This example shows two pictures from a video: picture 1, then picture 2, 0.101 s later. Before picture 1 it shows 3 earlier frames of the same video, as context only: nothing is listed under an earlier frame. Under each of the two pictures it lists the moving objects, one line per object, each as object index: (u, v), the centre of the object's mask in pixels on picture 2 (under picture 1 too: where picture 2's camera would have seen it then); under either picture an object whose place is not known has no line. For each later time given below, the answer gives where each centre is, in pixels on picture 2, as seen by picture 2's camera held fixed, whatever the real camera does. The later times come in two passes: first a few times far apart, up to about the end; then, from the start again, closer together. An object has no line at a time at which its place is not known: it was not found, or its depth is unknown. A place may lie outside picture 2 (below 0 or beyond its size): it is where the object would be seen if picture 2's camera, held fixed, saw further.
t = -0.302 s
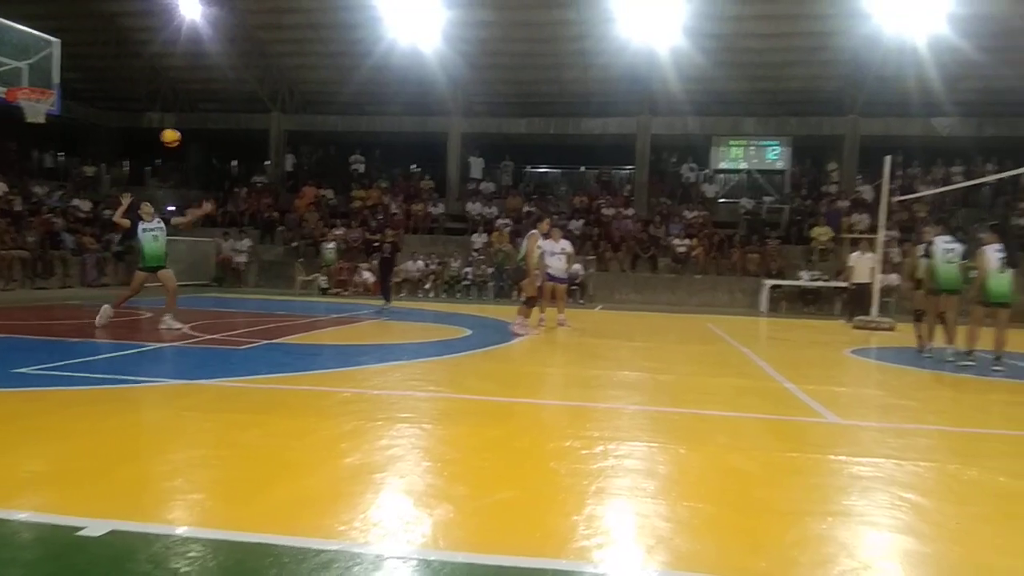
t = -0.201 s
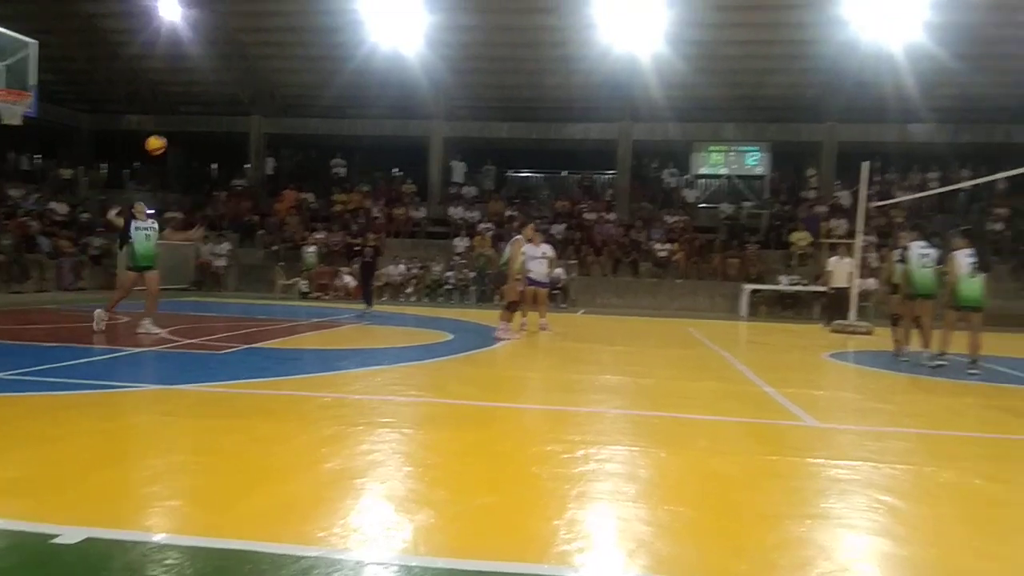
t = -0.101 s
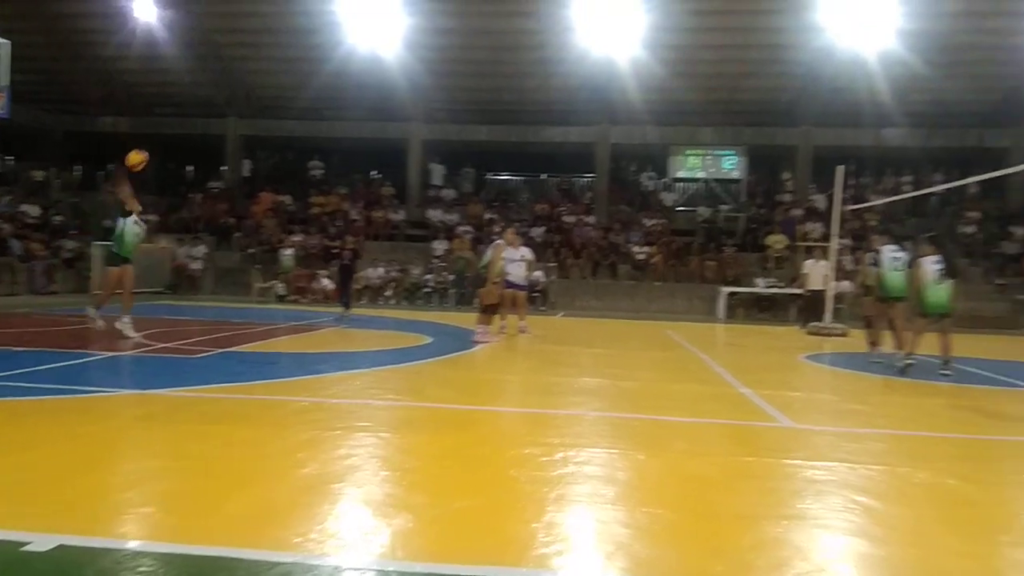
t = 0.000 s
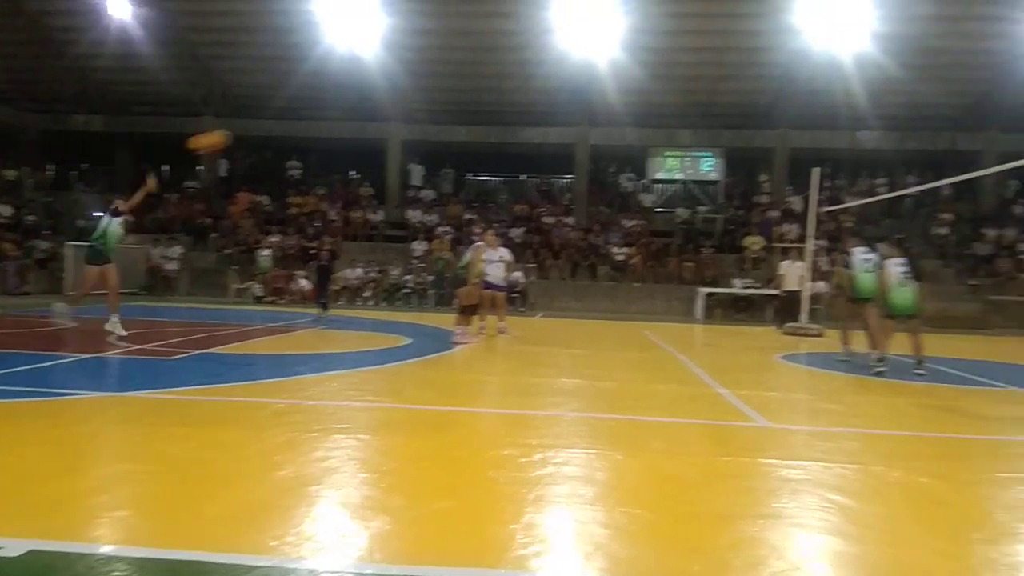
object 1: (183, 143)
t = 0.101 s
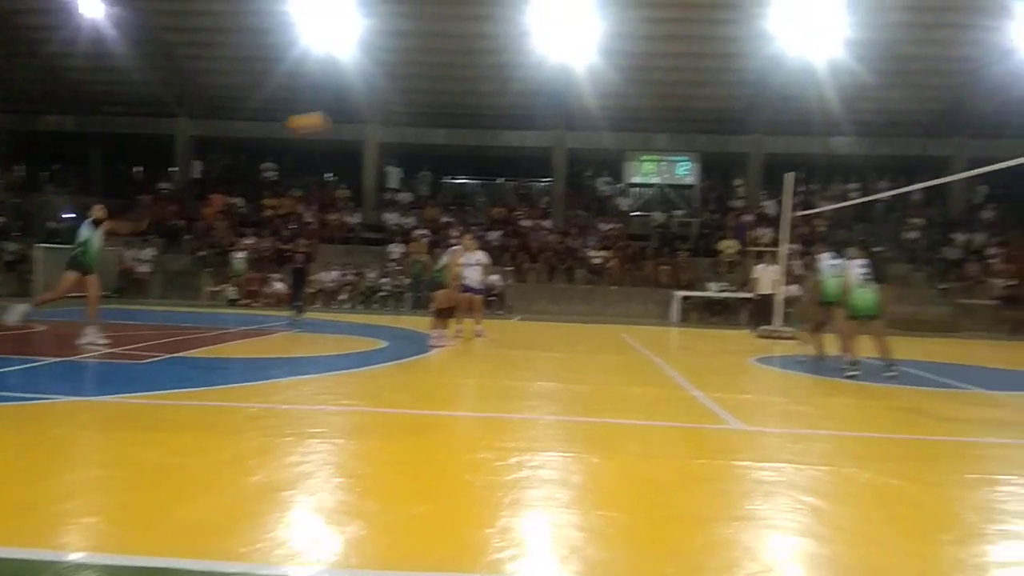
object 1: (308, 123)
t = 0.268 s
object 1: (517, 109)
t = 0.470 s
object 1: (763, 132)
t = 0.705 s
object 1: (1031, 202)
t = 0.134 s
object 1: (348, 117)
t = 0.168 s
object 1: (392, 114)
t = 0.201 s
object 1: (434, 111)
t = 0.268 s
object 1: (517, 109)
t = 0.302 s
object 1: (558, 110)
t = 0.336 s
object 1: (599, 112)
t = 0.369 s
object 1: (640, 116)
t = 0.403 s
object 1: (681, 120)
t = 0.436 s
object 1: (722, 125)
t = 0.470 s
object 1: (763, 132)
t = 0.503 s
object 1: (804, 139)
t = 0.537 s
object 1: (846, 149)
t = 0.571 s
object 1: (888, 159)
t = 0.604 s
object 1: (927, 168)
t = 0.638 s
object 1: (971, 183)
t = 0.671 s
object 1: (1008, 193)
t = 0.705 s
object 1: (1031, 202)
